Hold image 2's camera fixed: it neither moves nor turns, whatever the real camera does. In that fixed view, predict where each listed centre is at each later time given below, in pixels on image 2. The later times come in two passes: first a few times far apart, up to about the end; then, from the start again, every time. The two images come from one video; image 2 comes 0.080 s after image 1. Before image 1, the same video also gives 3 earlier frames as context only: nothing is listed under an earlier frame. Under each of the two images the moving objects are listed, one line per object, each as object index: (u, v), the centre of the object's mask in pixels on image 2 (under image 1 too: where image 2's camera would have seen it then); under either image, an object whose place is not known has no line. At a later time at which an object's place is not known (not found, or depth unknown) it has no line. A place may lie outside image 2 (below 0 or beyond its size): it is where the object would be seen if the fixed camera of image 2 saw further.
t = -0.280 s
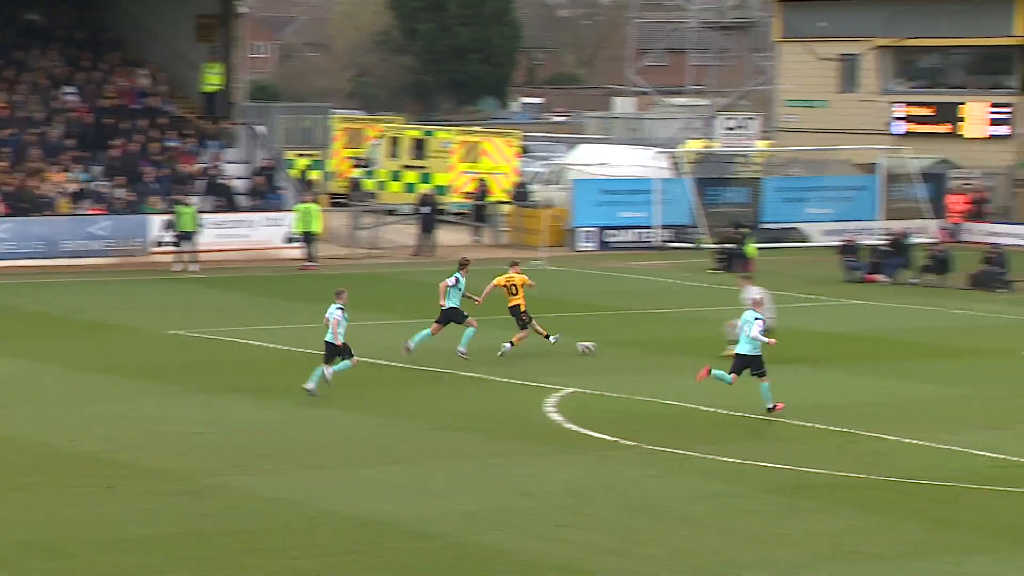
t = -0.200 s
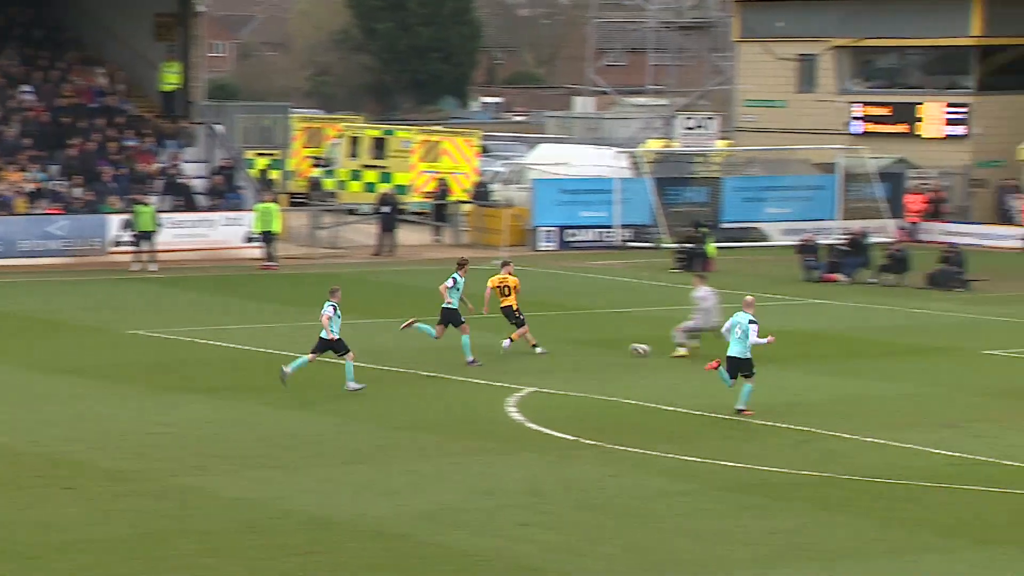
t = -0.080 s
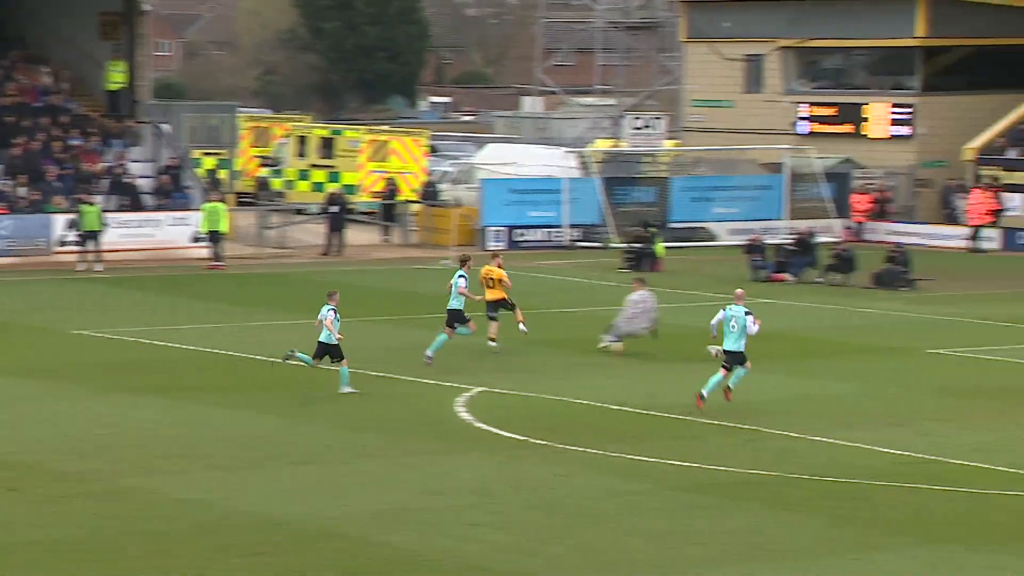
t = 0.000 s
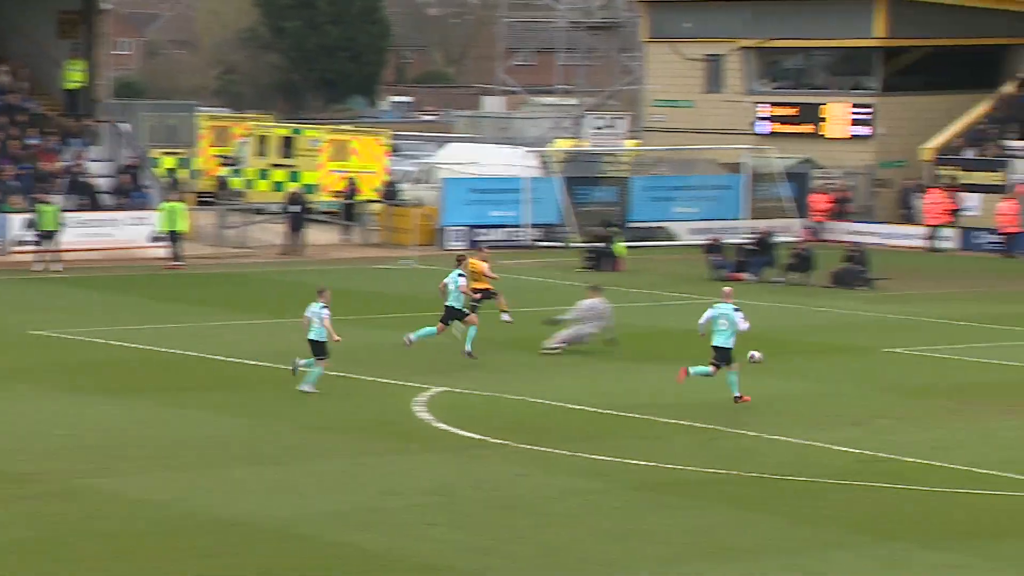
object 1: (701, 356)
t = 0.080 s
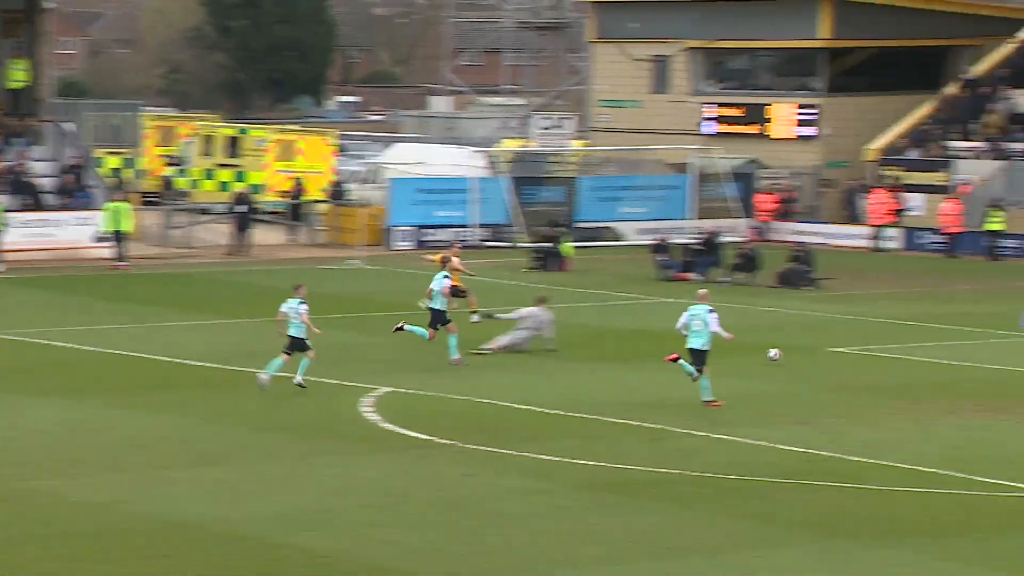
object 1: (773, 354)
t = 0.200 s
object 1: (880, 362)
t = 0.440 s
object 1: (1064, 372)
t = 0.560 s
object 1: (1151, 378)
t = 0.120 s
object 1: (809, 355)
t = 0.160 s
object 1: (844, 358)
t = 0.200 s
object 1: (880, 362)
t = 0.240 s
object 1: (913, 364)
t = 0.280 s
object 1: (944, 363)
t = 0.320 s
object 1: (974, 364)
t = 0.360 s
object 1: (1006, 367)
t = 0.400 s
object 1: (1035, 371)
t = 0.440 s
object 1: (1064, 372)
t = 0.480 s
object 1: (1093, 372)
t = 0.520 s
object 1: (1122, 374)
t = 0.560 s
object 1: (1151, 378)
